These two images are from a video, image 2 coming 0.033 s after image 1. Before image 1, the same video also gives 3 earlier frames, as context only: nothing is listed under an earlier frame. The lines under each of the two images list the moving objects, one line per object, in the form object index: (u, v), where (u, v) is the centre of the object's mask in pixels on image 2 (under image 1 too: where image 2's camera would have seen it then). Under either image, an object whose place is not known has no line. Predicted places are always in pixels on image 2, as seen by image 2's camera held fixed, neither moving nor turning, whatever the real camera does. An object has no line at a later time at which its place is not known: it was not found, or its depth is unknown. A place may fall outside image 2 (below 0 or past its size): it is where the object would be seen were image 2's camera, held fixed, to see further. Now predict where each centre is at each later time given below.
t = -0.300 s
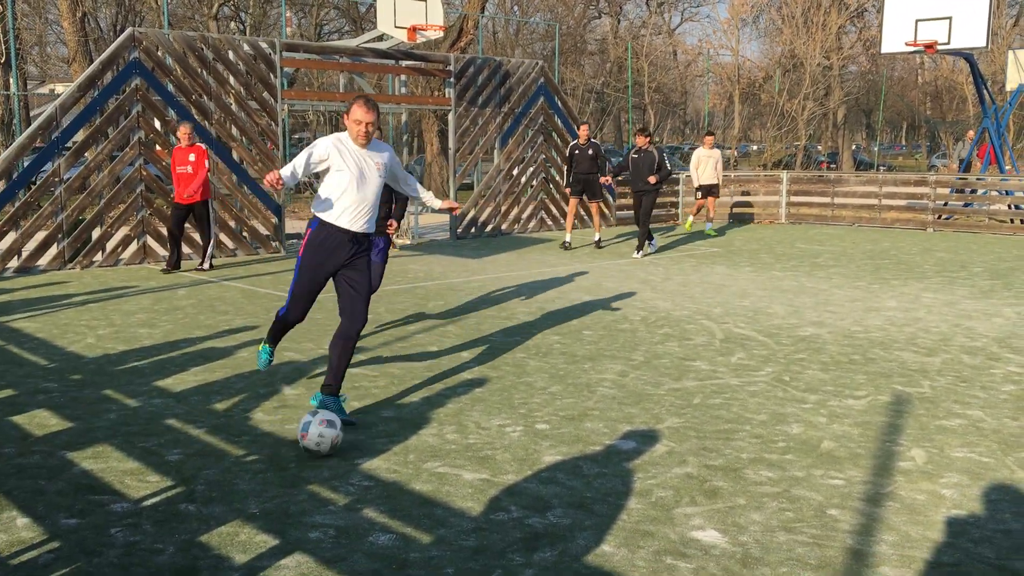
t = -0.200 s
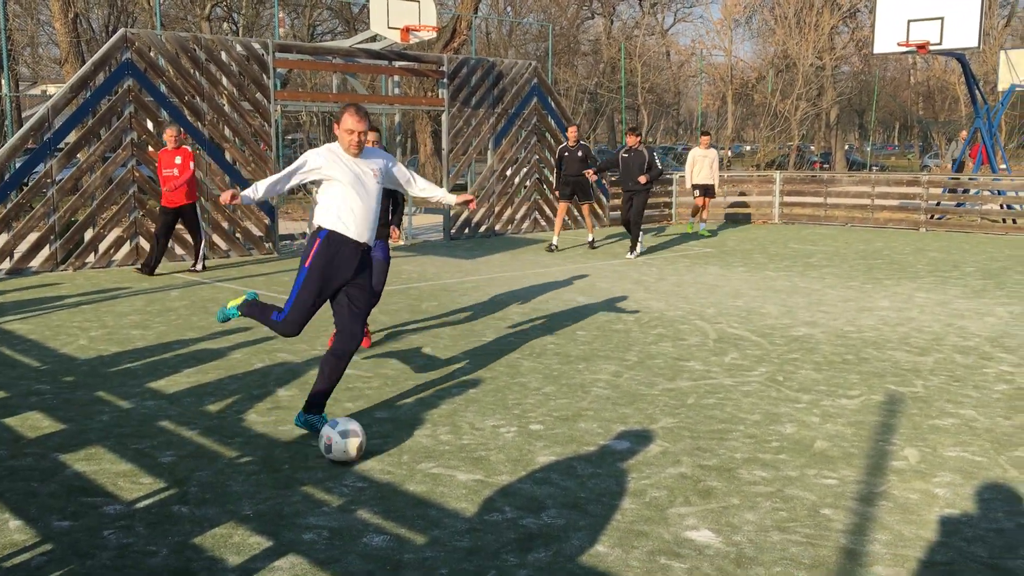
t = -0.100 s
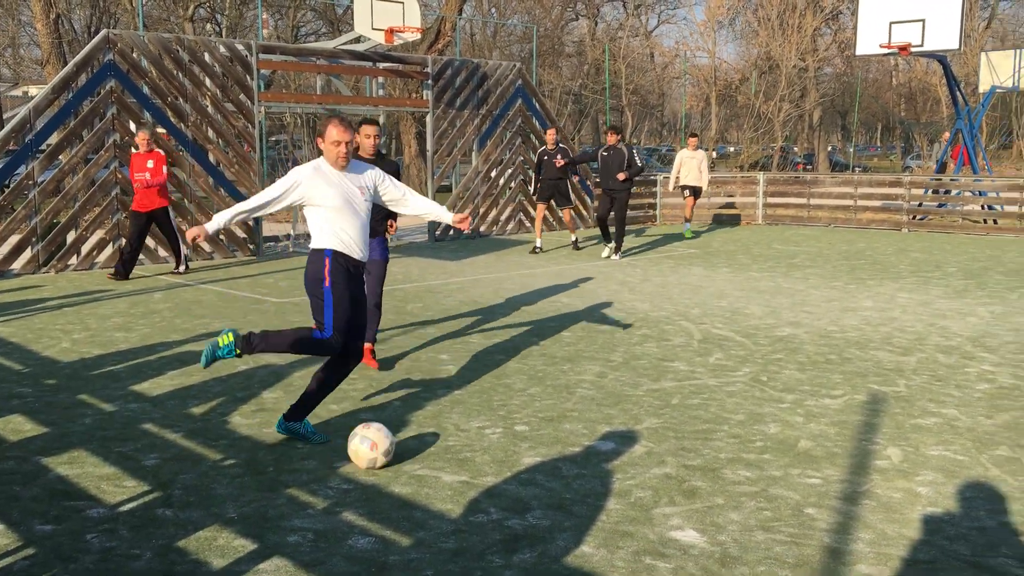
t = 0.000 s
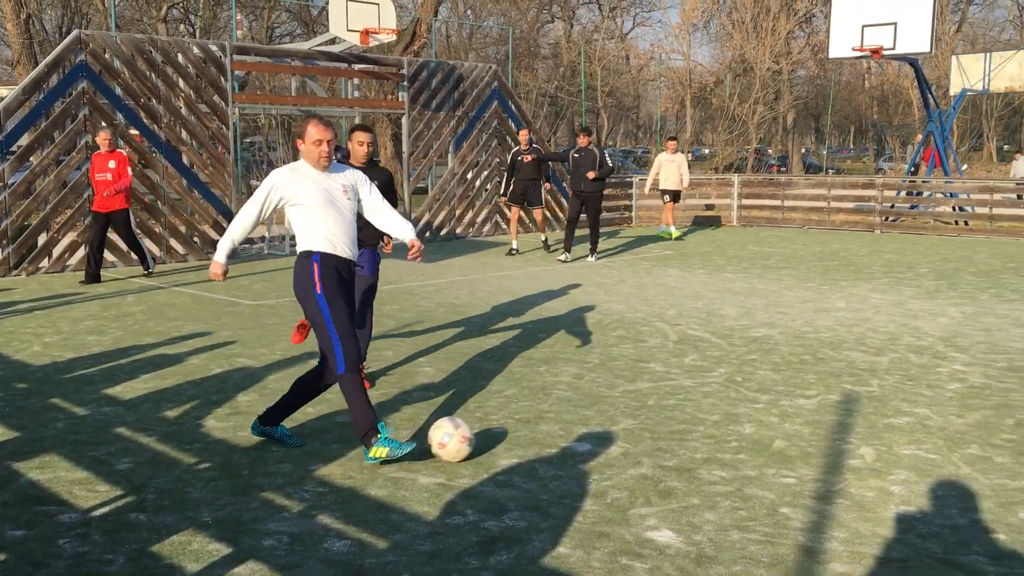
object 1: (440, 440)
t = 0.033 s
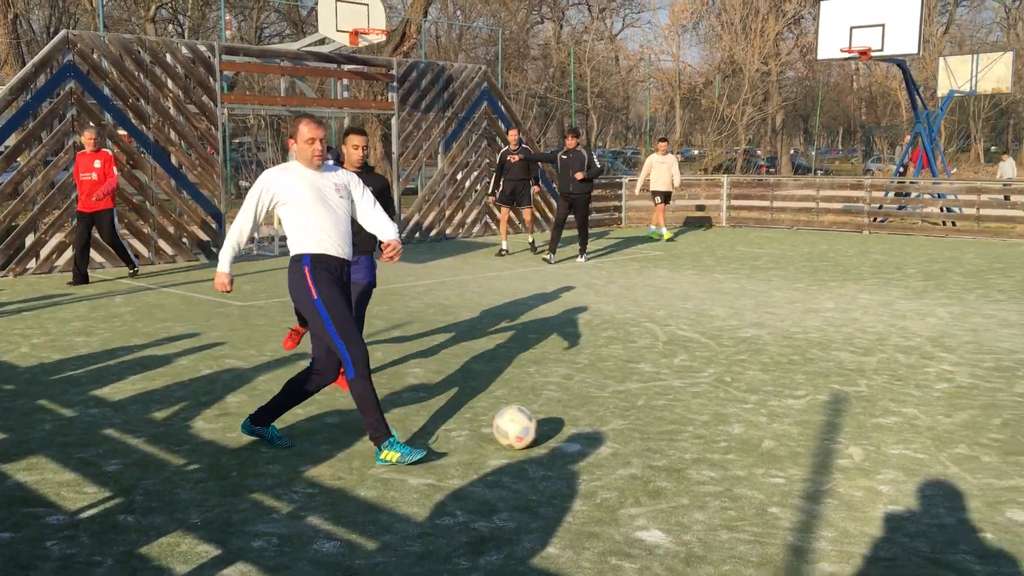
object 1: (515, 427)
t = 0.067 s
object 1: (582, 416)
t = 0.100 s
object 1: (646, 409)
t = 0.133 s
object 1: (702, 400)
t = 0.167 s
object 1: (755, 391)
